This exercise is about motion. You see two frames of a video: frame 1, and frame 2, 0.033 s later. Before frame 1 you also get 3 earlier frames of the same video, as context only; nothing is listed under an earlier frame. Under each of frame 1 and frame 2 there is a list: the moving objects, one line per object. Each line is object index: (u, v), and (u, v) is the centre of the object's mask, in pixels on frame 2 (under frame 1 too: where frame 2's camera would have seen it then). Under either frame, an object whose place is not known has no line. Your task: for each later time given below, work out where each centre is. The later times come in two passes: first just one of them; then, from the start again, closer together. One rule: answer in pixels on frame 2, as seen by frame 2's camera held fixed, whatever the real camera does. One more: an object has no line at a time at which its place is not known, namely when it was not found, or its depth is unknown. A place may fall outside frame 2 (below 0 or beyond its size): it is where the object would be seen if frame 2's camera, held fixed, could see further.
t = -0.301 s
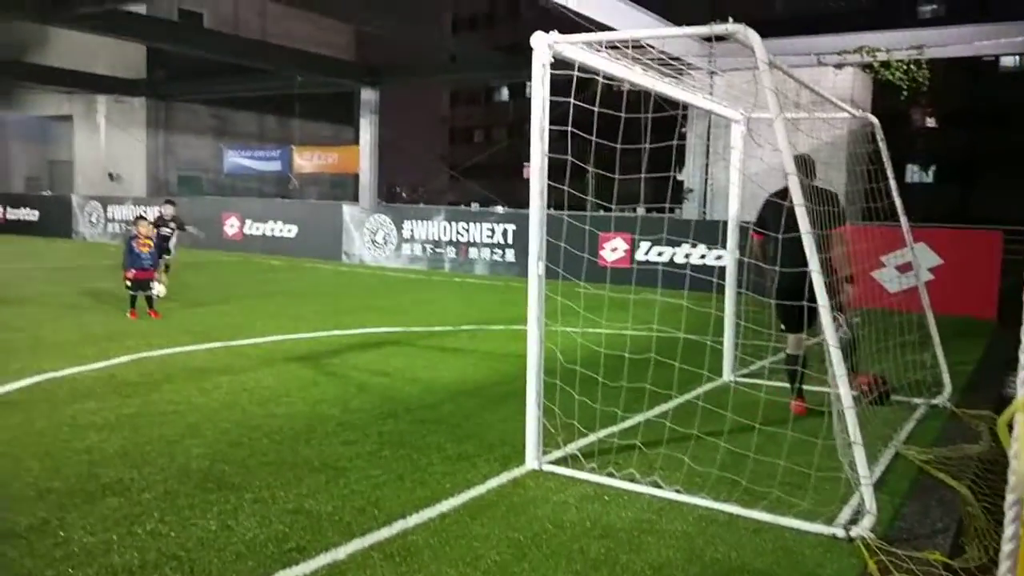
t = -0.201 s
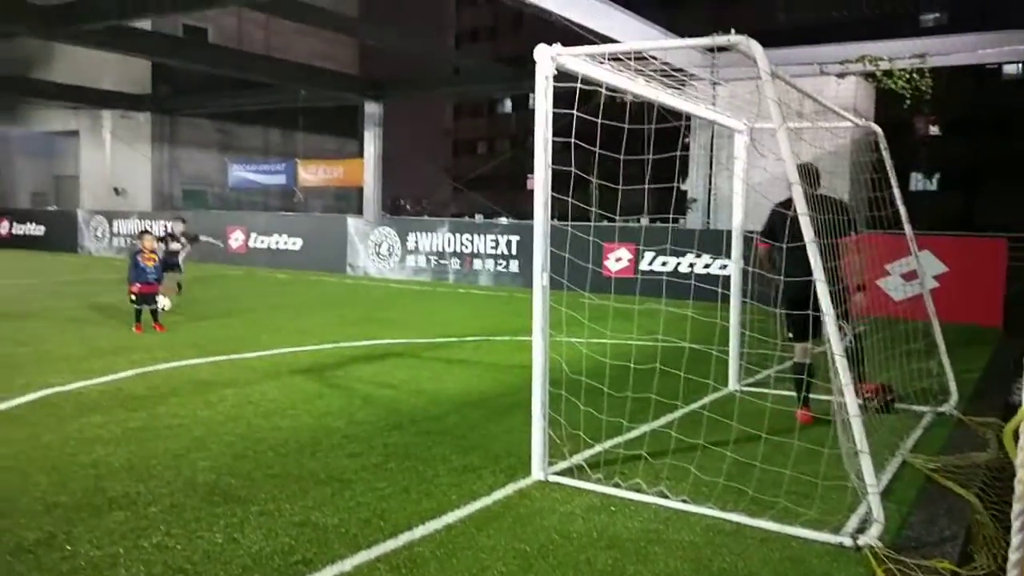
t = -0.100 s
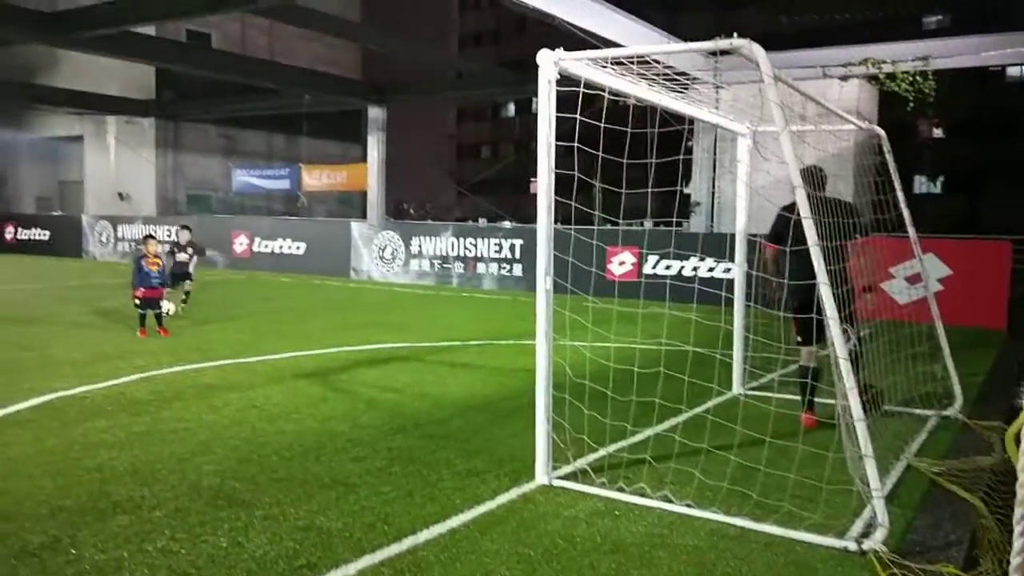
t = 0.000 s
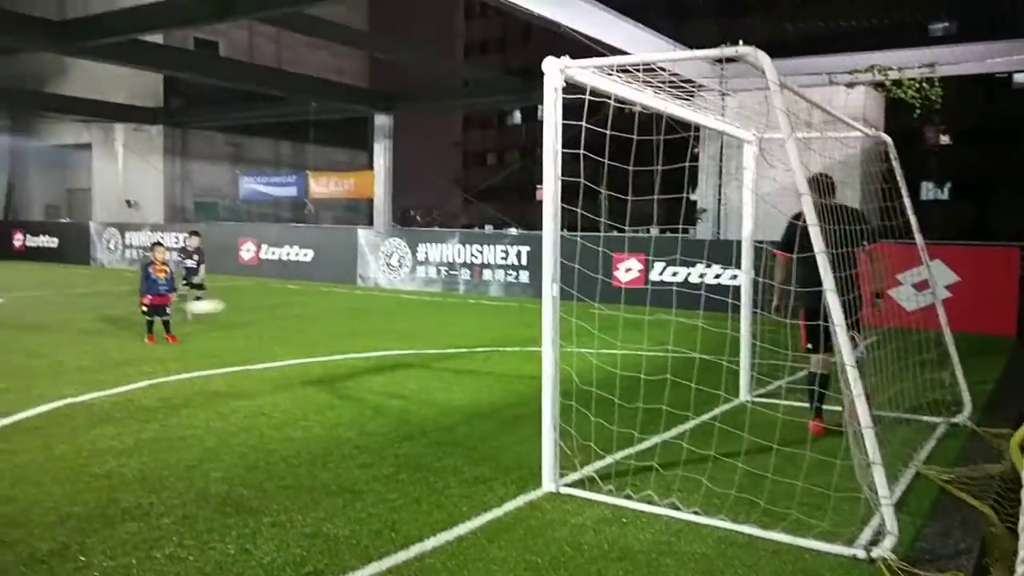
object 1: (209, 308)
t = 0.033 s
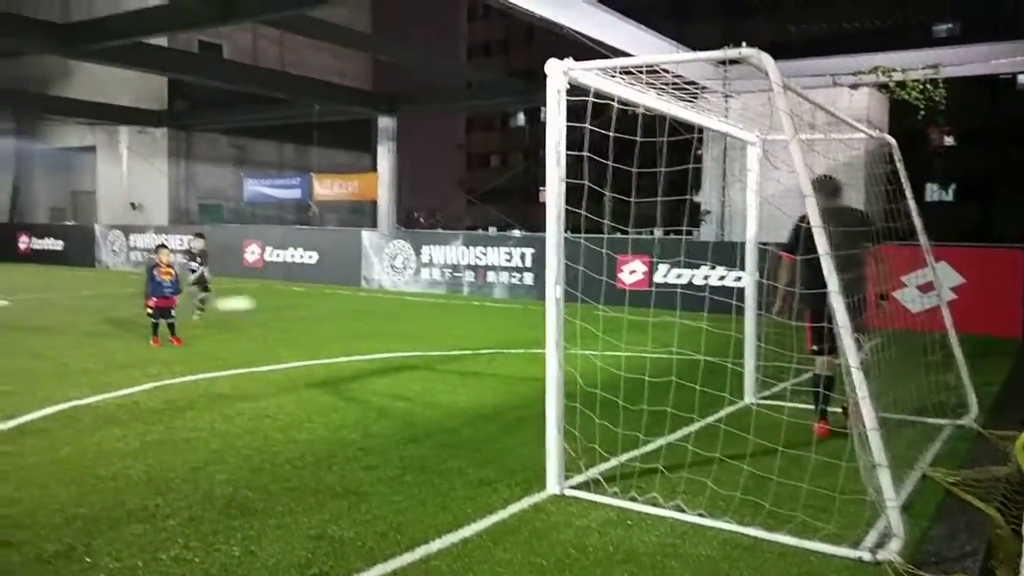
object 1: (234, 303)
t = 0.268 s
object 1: (435, 287)
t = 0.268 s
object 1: (435, 287)
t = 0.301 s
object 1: (469, 289)
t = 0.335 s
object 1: (503, 292)
